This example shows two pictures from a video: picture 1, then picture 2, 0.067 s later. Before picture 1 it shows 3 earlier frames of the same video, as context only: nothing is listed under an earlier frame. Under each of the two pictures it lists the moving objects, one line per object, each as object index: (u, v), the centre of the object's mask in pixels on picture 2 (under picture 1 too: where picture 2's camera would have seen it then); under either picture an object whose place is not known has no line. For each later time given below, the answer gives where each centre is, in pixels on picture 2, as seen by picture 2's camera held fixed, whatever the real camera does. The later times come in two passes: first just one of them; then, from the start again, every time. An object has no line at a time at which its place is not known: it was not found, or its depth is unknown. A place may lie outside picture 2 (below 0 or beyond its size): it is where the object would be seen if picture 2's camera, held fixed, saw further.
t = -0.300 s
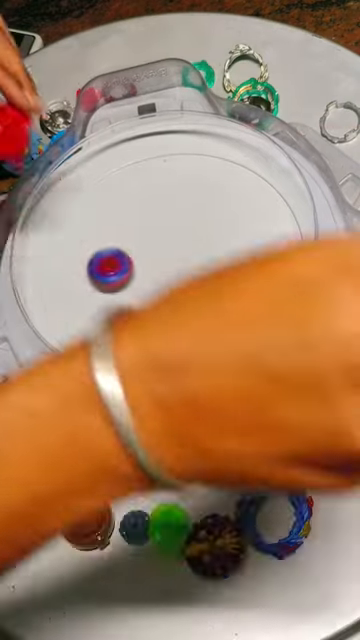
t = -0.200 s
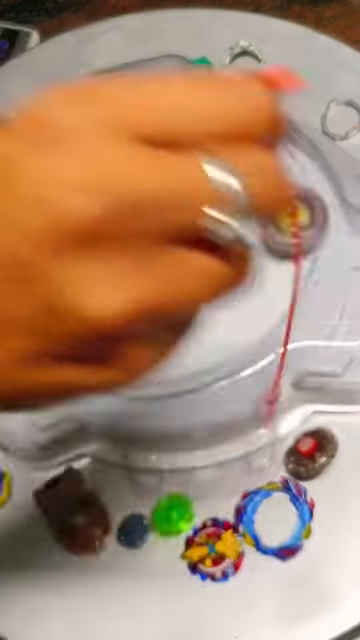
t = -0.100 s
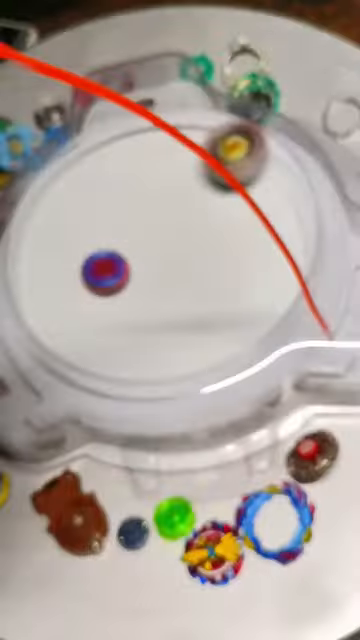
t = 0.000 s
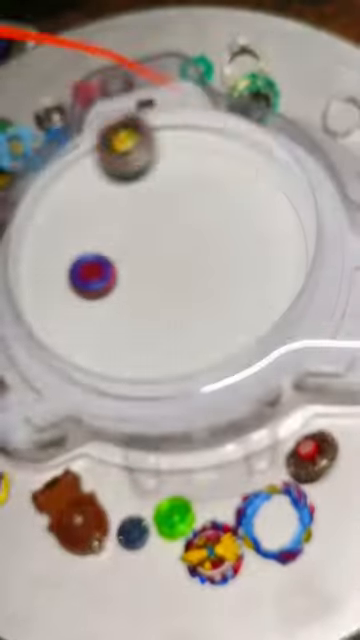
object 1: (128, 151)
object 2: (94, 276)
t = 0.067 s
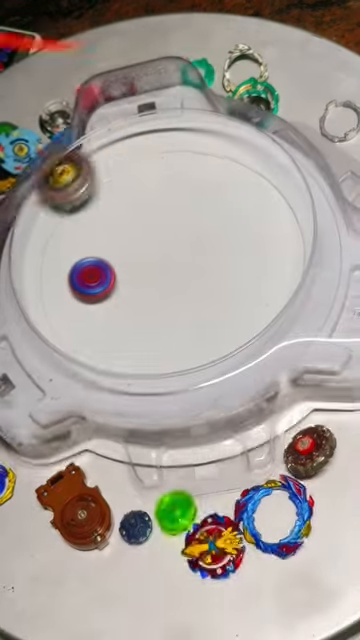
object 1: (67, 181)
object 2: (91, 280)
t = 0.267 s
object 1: (47, 379)
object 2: (109, 288)
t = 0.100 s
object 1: (45, 207)
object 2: (91, 281)
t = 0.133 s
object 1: (30, 240)
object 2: (92, 284)
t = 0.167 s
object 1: (25, 274)
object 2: (94, 287)
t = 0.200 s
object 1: (27, 309)
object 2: (98, 289)
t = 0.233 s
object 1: (33, 345)
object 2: (103, 289)
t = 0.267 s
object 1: (47, 379)
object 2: (109, 288)
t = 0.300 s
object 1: (65, 376)
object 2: (115, 285)
